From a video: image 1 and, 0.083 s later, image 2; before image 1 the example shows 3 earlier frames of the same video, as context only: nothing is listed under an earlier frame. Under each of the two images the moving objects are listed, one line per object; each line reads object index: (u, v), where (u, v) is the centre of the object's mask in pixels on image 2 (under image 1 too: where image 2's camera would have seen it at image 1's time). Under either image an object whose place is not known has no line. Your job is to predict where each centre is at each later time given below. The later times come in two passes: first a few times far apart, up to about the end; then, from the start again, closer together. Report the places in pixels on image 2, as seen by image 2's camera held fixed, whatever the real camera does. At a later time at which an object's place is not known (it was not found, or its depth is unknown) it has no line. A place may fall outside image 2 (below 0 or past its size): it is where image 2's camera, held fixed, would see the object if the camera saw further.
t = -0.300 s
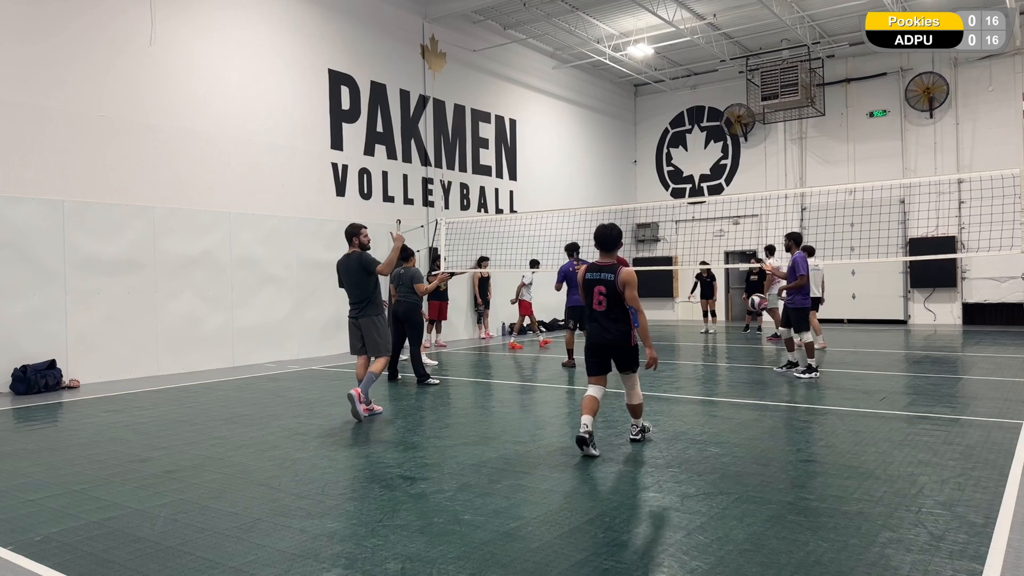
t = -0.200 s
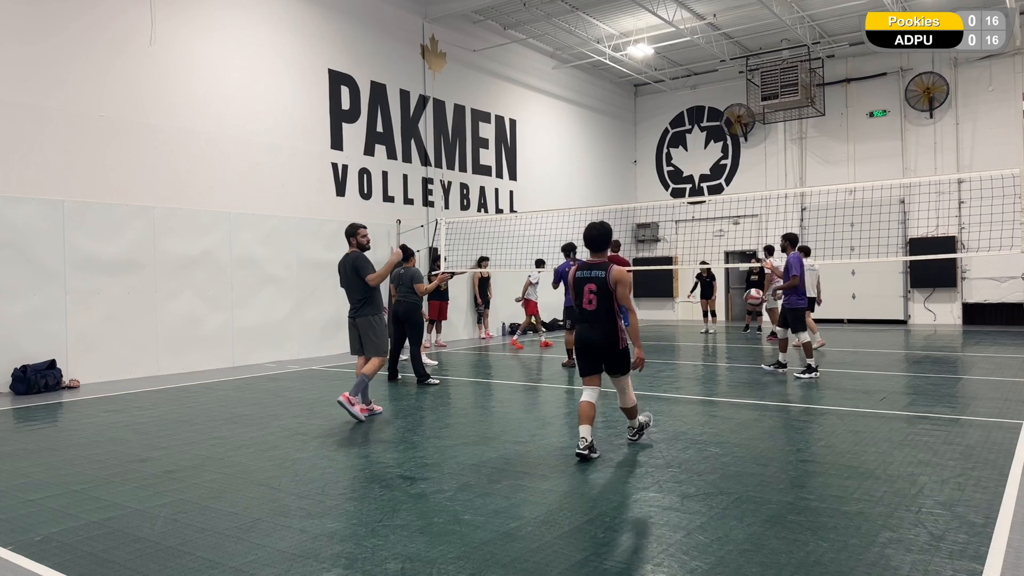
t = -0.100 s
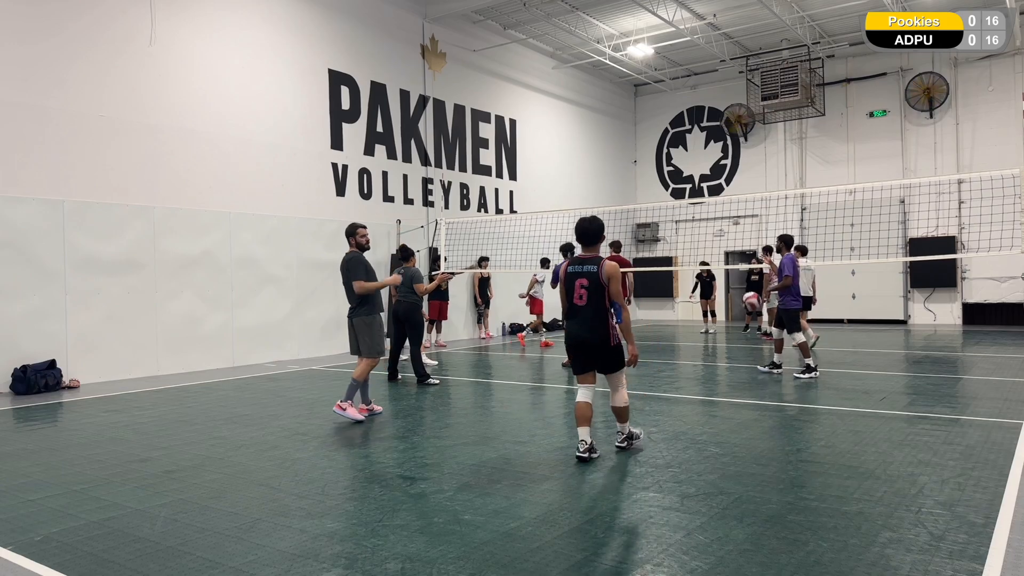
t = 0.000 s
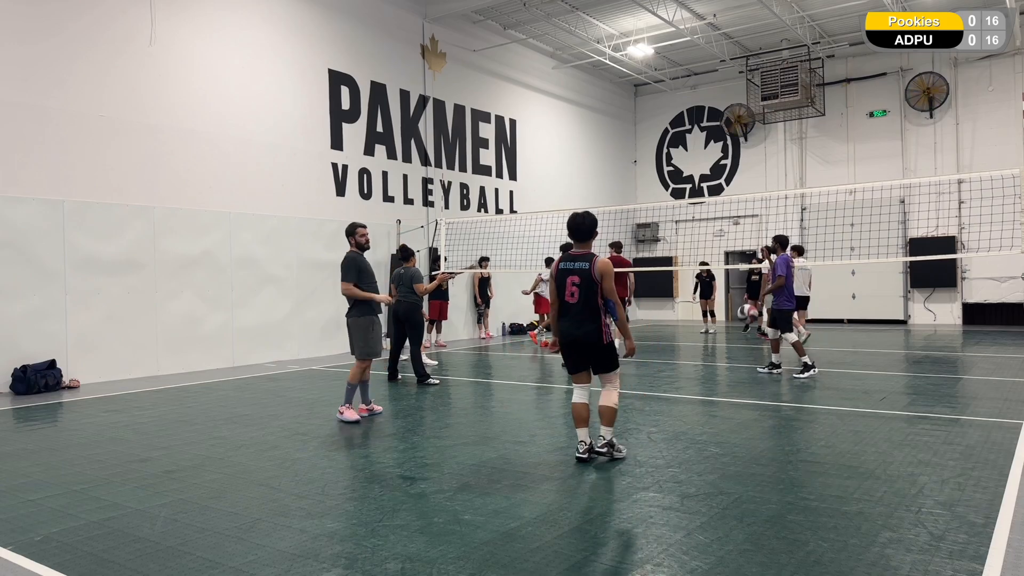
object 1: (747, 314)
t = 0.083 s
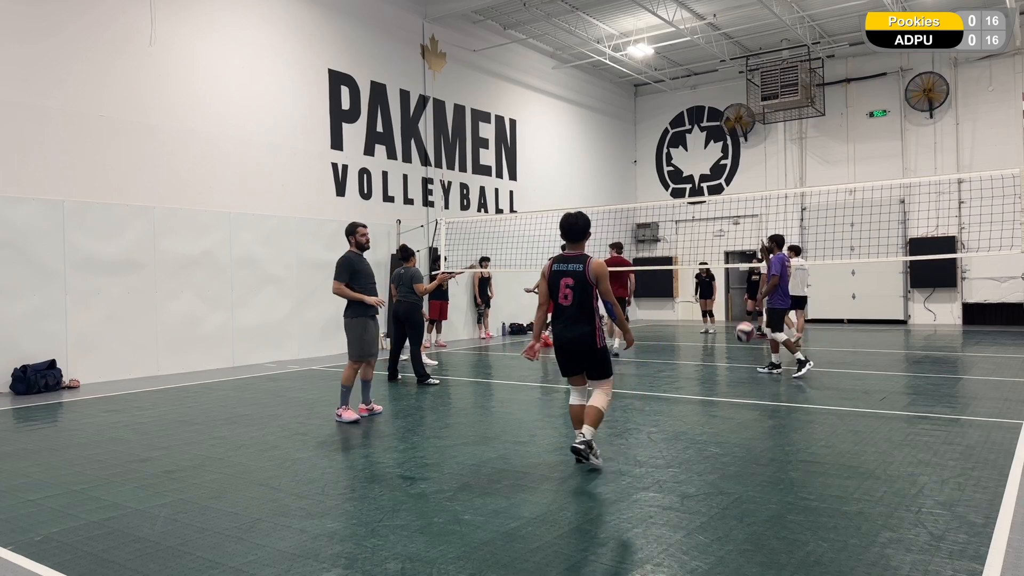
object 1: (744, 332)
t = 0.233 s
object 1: (740, 383)
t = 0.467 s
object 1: (727, 347)
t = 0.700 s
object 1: (715, 345)
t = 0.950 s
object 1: (701, 415)
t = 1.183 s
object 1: (686, 378)
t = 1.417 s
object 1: (669, 405)
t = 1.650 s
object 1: (650, 418)
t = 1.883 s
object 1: (628, 432)
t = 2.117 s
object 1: (602, 459)
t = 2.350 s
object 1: (570, 489)
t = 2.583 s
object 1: (532, 504)
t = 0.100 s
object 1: (745, 337)
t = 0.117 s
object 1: (744, 342)
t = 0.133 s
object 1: (743, 346)
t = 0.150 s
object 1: (743, 351)
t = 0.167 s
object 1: (742, 357)
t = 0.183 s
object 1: (741, 363)
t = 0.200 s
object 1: (741, 370)
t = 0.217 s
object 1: (741, 376)
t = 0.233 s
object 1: (740, 383)
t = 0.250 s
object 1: (740, 391)
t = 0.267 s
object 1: (739, 389)
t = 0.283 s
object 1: (738, 385)
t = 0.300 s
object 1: (737, 380)
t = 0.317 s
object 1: (736, 375)
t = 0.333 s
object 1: (735, 371)
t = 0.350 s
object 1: (734, 367)
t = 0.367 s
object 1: (733, 363)
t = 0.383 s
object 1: (732, 360)
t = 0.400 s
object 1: (731, 357)
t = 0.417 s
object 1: (730, 354)
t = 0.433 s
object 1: (730, 352)
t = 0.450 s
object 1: (728, 349)
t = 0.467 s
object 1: (727, 347)
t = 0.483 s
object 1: (726, 345)
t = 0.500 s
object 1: (726, 344)
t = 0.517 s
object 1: (725, 342)
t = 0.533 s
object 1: (724, 341)
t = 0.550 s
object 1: (723, 340)
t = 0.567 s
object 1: (722, 340)
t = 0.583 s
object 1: (721, 339)
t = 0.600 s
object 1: (720, 340)
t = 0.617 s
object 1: (720, 340)
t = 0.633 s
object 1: (718, 340)
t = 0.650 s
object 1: (717, 341)
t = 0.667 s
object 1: (716, 342)
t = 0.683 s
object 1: (716, 344)
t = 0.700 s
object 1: (715, 345)
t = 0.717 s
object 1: (714, 348)
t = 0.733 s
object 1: (713, 350)
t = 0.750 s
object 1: (712, 353)
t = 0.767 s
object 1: (711, 356)
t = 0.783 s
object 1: (710, 360)
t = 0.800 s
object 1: (709, 363)
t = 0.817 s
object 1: (708, 367)
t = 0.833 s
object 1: (707, 372)
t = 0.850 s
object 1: (707, 378)
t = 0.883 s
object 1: (705, 388)
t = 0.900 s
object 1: (704, 395)
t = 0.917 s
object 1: (703, 400)
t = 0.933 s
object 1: (702, 408)
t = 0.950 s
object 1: (701, 415)
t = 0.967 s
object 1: (700, 413)
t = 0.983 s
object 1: (699, 409)
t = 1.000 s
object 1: (698, 405)
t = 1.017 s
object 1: (697, 401)
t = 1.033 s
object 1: (696, 397)
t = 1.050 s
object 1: (695, 393)
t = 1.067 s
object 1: (694, 390)
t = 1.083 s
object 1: (693, 388)
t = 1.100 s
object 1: (691, 385)
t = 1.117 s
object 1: (690, 383)
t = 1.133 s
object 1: (689, 381)
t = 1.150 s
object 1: (688, 380)
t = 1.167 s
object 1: (687, 379)
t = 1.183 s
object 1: (686, 378)
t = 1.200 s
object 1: (684, 378)
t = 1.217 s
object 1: (684, 378)
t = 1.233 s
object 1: (683, 378)
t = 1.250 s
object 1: (681, 378)
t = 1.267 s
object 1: (680, 379)
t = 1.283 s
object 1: (678, 380)
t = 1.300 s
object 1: (677, 381)
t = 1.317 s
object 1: (676, 384)
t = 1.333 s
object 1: (675, 387)
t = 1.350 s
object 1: (674, 389)
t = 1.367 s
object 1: (673, 393)
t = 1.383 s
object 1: (672, 397)
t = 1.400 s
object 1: (671, 401)
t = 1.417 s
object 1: (669, 405)
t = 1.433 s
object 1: (668, 410)
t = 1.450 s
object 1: (667, 415)
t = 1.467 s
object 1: (666, 421)
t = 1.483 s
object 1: (664, 428)
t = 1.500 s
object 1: (663, 434)
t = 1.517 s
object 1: (662, 443)
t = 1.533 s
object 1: (661, 442)
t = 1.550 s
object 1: (659, 438)
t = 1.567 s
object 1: (658, 433)
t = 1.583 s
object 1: (656, 429)
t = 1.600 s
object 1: (654, 426)
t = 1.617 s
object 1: (653, 423)
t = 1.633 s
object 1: (652, 420)
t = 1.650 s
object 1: (650, 418)
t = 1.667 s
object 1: (648, 417)
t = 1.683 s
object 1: (647, 415)
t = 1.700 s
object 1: (646, 414)
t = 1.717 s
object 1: (644, 413)
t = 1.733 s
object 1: (642, 413)
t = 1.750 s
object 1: (641, 413)
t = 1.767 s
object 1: (639, 414)
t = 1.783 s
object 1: (638, 415)
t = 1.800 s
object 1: (636, 417)
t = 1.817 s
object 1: (634, 419)
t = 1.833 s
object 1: (632, 421)
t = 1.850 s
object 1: (631, 424)
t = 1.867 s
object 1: (630, 428)
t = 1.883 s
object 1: (628, 432)
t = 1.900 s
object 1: (626, 436)
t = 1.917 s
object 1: (624, 441)
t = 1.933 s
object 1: (623, 446)
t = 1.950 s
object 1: (621, 452)
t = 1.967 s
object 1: (620, 459)
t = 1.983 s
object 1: (618, 465)
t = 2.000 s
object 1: (616, 474)
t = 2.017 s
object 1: (614, 476)
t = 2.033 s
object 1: (612, 472)
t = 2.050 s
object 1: (610, 468)
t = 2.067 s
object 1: (608, 465)
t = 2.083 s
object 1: (606, 462)
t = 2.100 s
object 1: (604, 460)
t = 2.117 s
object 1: (602, 459)
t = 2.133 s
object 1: (600, 458)
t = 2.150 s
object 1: (597, 457)
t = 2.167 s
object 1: (595, 457)
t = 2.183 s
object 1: (593, 457)
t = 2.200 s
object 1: (591, 458)
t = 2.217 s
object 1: (589, 459)
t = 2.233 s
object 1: (586, 461)
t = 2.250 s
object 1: (584, 463)
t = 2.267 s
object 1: (582, 466)
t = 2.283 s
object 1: (580, 469)
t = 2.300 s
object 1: (577, 474)
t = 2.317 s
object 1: (575, 478)
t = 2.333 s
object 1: (572, 483)
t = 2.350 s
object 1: (570, 489)
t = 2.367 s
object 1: (568, 496)
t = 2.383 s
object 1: (567, 503)
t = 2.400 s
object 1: (563, 511)
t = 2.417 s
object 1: (560, 512)
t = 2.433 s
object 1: (557, 509)
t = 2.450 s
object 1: (555, 506)
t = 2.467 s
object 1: (552, 503)
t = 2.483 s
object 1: (549, 502)
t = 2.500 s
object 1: (546, 501)
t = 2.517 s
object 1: (543, 500)
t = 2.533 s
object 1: (540, 500)
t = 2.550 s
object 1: (537, 501)
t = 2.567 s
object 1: (535, 502)
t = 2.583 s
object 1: (532, 504)
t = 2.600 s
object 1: (528, 506)
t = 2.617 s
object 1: (525, 508)
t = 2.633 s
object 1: (521, 512)
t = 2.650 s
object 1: (519, 516)
